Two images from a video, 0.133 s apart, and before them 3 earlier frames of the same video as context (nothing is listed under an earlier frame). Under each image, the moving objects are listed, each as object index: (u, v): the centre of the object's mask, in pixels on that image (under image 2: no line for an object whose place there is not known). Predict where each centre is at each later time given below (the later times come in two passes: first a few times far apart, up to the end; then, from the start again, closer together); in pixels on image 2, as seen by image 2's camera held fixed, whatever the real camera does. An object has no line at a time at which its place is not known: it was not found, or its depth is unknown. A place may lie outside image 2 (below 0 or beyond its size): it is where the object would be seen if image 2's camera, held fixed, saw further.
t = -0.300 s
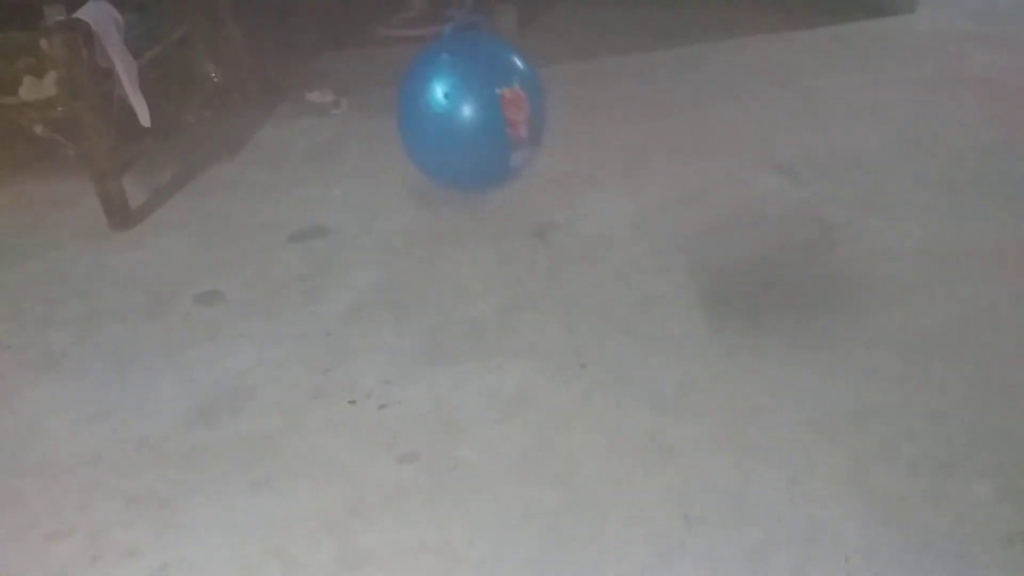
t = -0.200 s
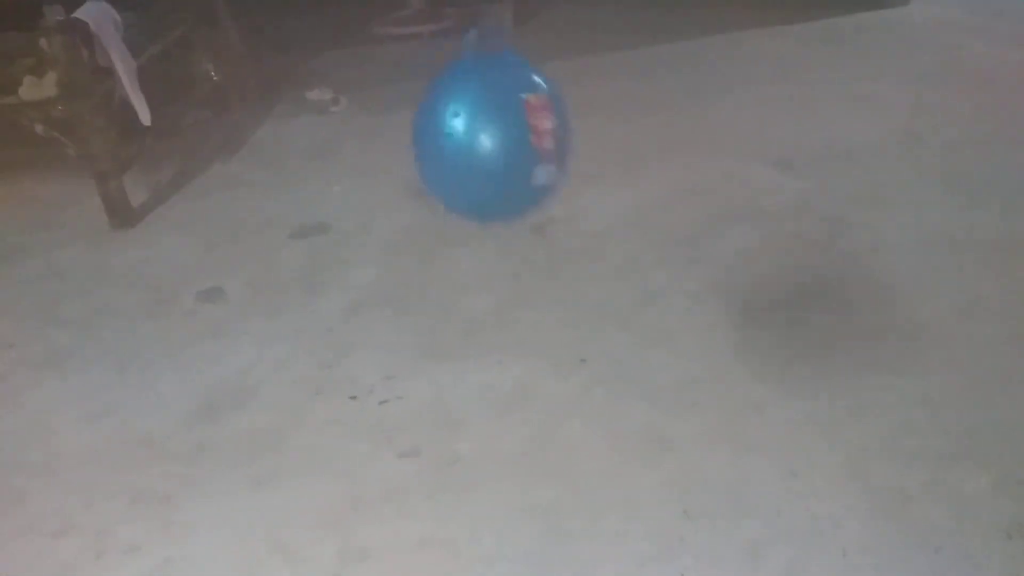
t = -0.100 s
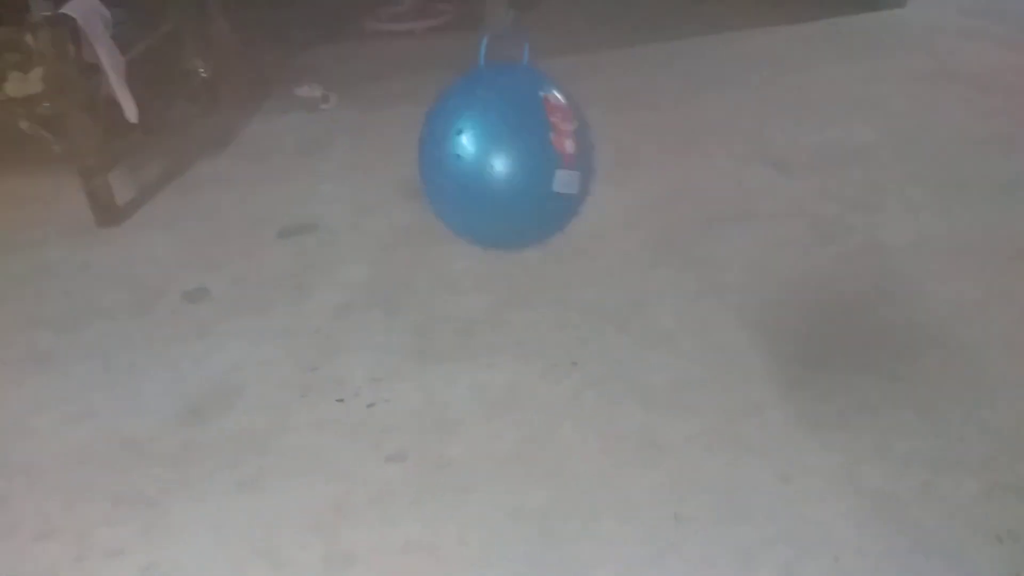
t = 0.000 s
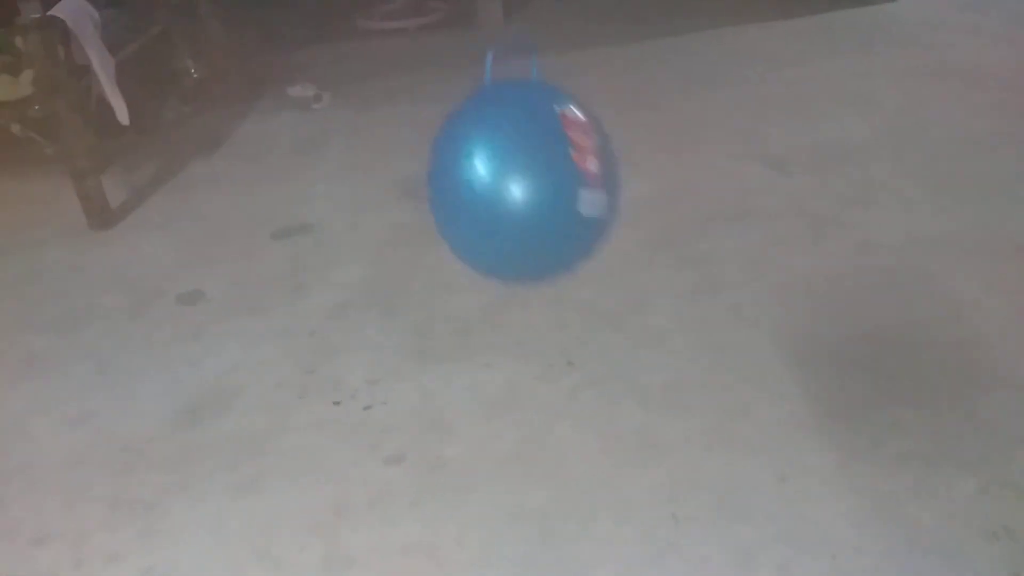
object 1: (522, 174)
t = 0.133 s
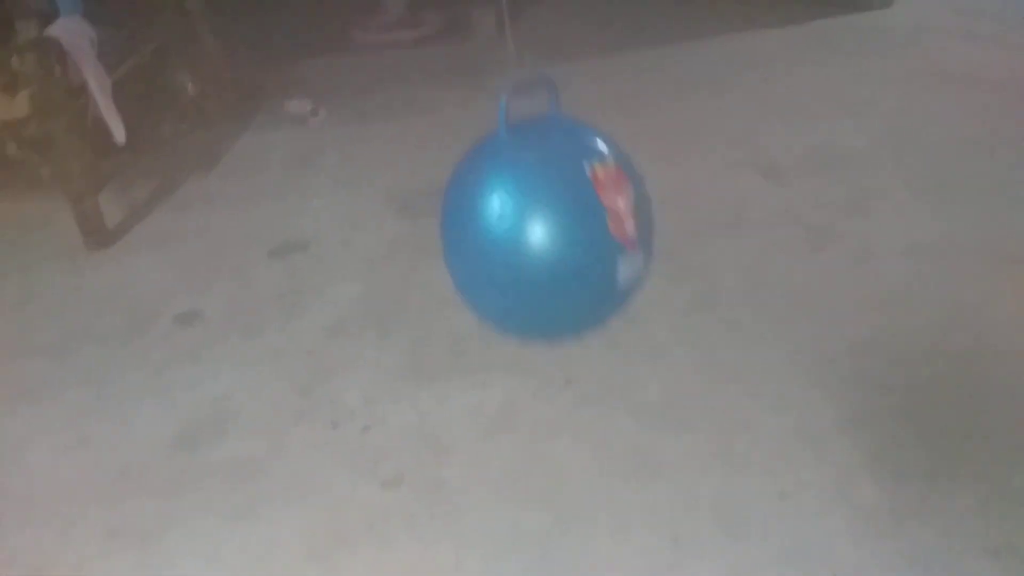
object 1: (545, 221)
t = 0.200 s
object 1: (554, 232)
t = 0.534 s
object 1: (563, 281)
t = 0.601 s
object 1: (555, 282)
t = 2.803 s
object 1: (491, 202)
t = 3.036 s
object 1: (513, 235)
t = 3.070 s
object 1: (515, 238)
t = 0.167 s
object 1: (551, 227)
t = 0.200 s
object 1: (554, 232)
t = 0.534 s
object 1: (563, 281)
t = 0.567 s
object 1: (560, 282)
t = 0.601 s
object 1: (555, 282)
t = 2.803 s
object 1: (491, 202)
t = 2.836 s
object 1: (496, 209)
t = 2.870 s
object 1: (500, 214)
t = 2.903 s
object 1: (504, 220)
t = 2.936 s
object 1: (508, 225)
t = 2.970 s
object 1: (509, 229)
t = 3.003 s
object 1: (511, 232)
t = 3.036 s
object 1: (513, 235)
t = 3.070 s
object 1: (515, 238)
